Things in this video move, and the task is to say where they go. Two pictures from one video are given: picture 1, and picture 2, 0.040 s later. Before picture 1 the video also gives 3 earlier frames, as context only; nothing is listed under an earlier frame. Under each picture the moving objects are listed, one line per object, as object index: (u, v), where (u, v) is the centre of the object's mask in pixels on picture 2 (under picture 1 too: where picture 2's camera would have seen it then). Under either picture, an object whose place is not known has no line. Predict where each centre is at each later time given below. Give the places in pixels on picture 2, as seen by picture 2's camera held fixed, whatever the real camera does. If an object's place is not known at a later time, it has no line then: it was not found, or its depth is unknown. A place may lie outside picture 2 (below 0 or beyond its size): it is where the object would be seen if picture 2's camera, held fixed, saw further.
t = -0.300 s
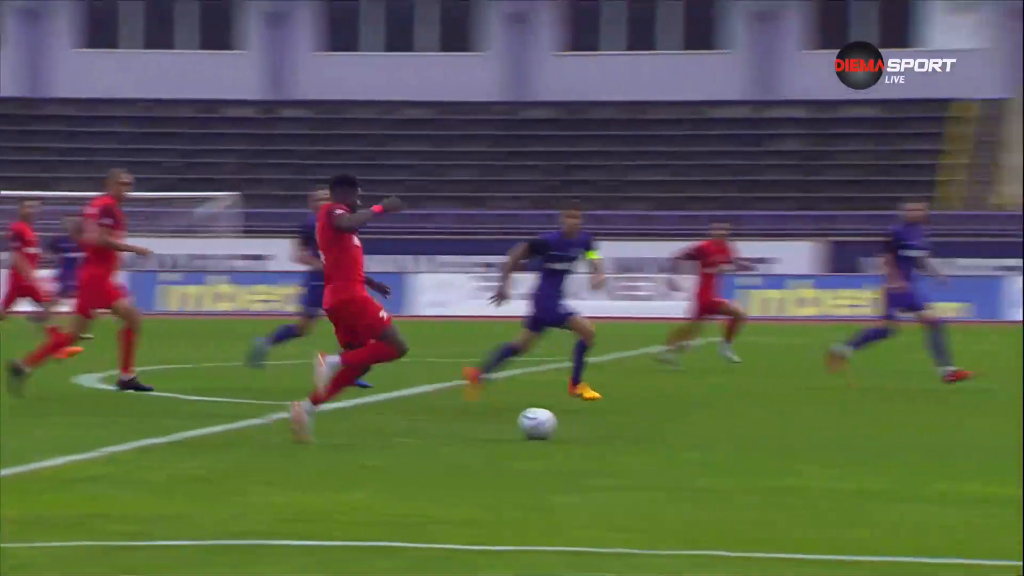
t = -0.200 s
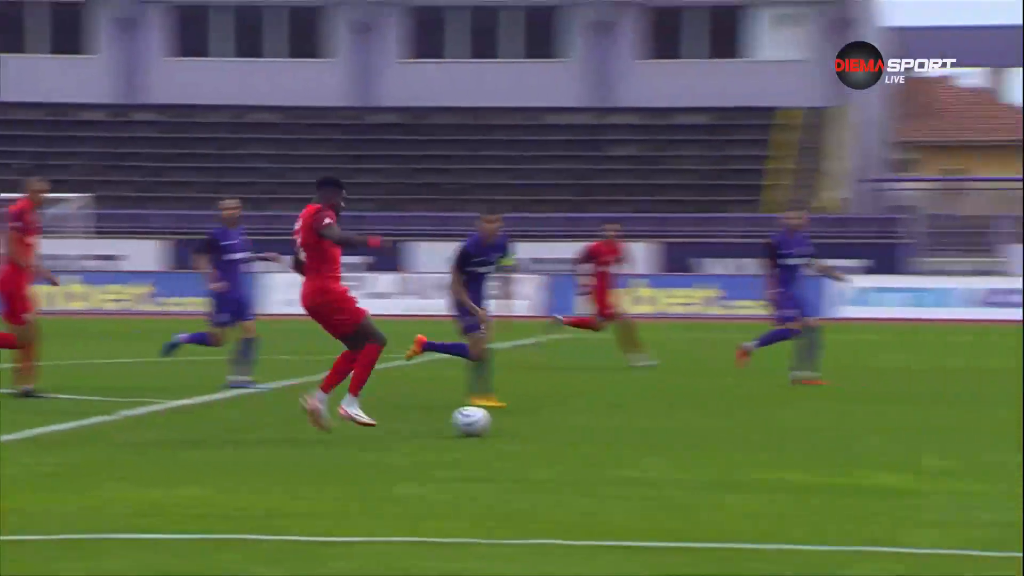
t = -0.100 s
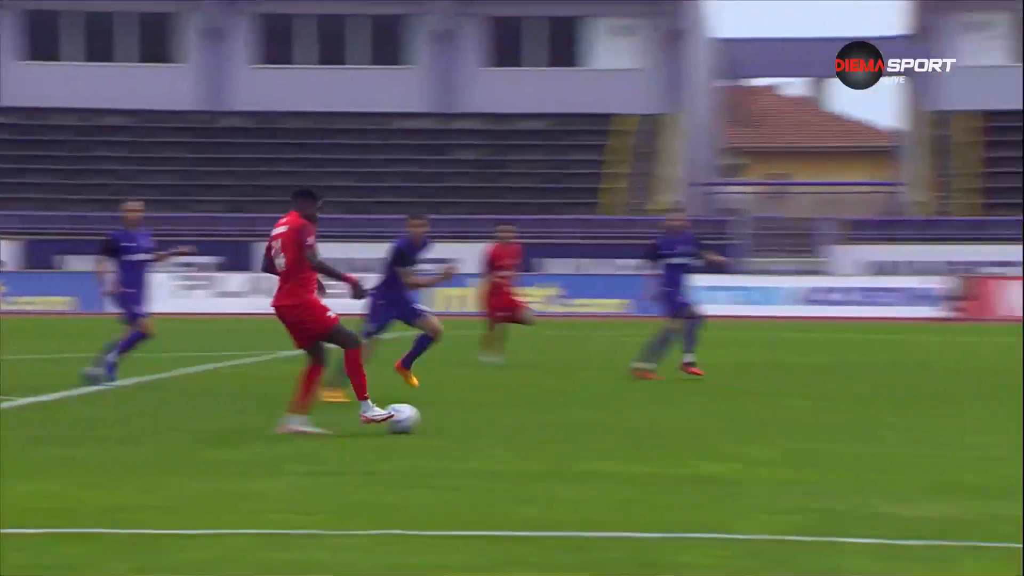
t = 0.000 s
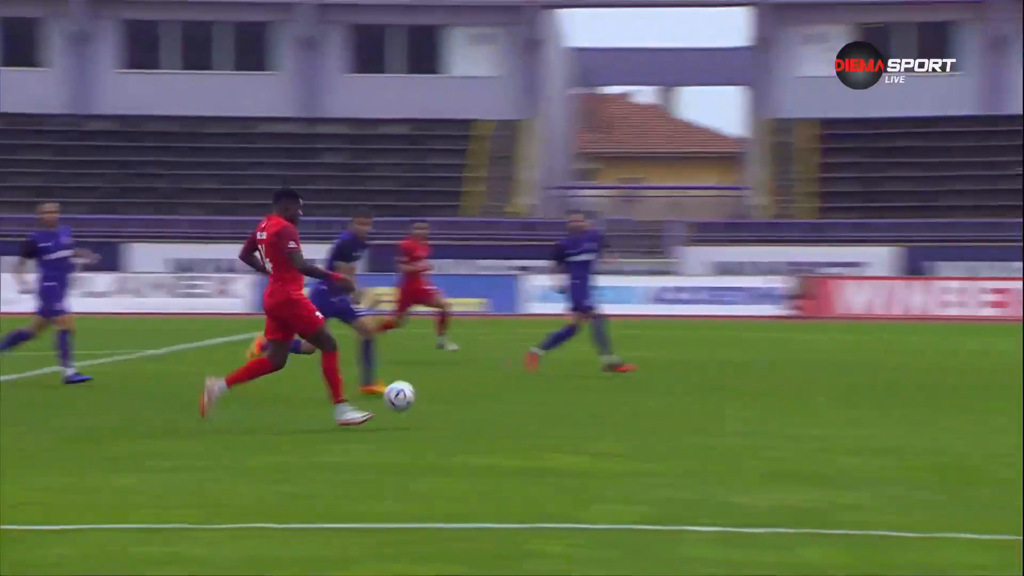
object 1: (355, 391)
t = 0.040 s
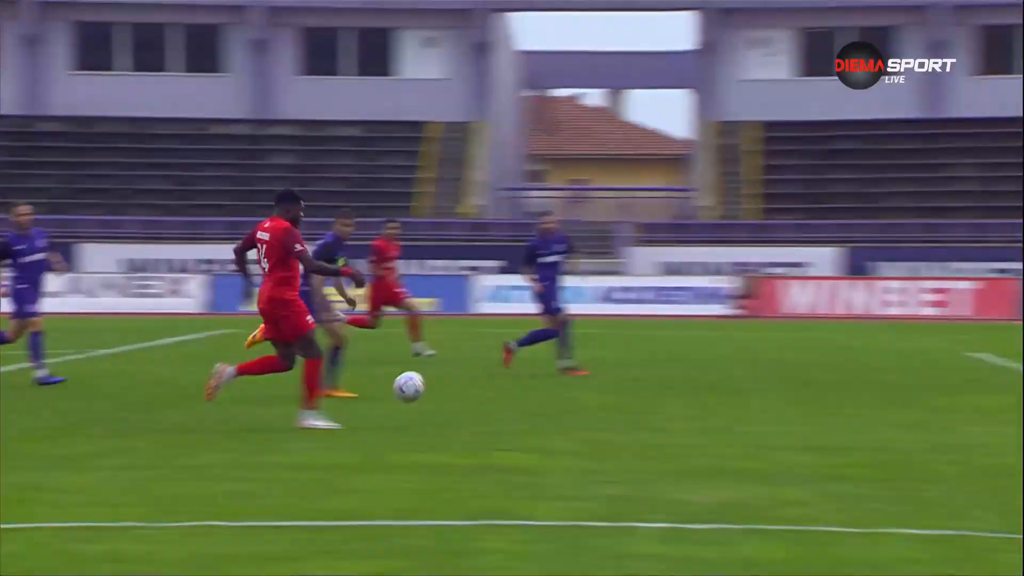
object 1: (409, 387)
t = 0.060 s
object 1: (436, 384)
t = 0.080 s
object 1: (463, 383)
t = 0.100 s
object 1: (492, 382)
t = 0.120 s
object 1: (518, 381)
